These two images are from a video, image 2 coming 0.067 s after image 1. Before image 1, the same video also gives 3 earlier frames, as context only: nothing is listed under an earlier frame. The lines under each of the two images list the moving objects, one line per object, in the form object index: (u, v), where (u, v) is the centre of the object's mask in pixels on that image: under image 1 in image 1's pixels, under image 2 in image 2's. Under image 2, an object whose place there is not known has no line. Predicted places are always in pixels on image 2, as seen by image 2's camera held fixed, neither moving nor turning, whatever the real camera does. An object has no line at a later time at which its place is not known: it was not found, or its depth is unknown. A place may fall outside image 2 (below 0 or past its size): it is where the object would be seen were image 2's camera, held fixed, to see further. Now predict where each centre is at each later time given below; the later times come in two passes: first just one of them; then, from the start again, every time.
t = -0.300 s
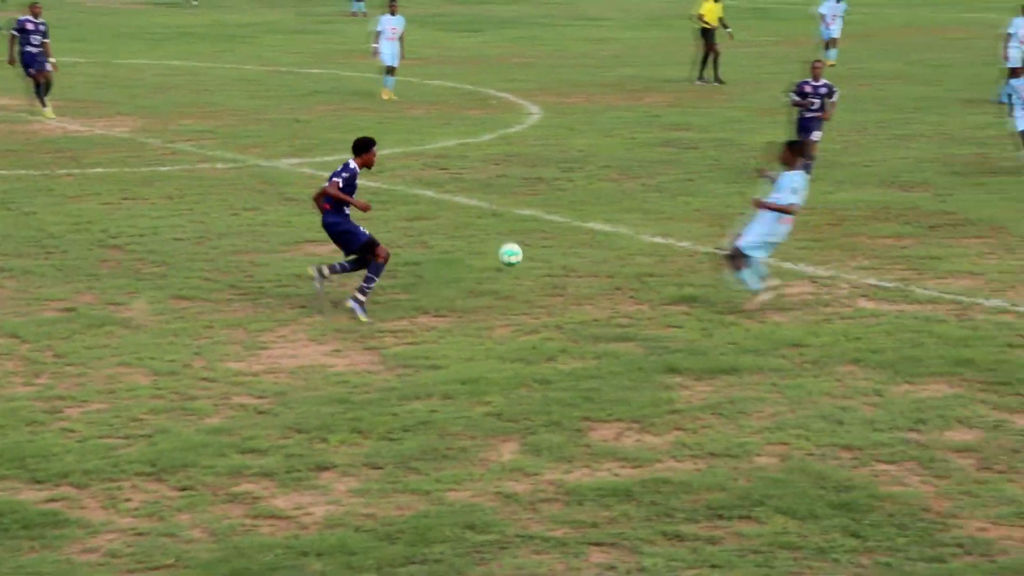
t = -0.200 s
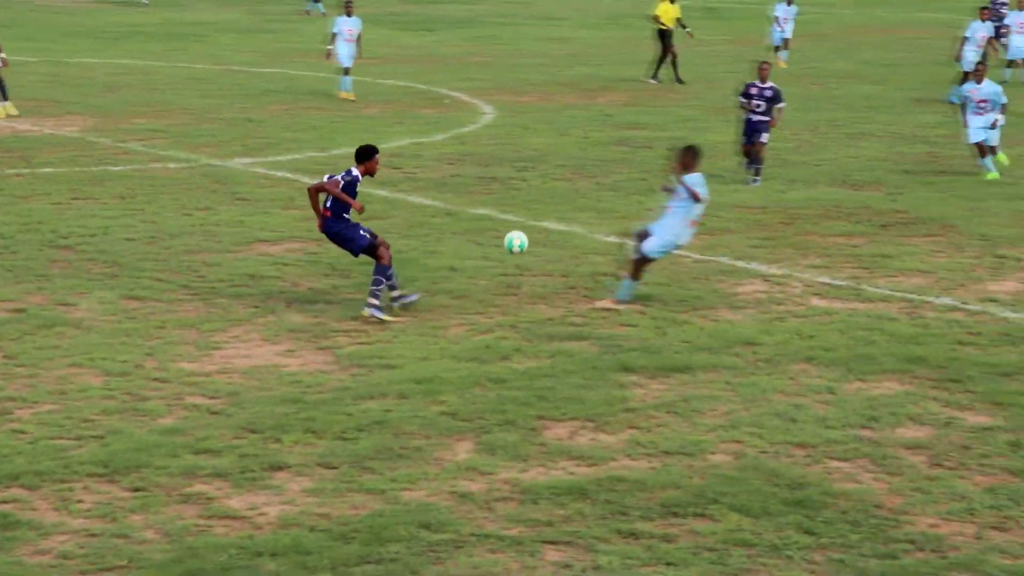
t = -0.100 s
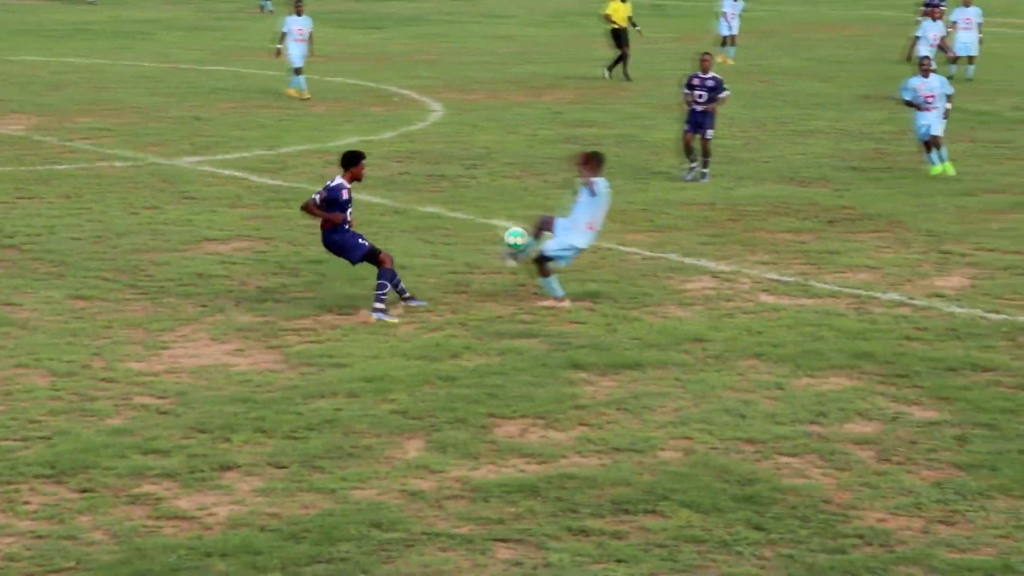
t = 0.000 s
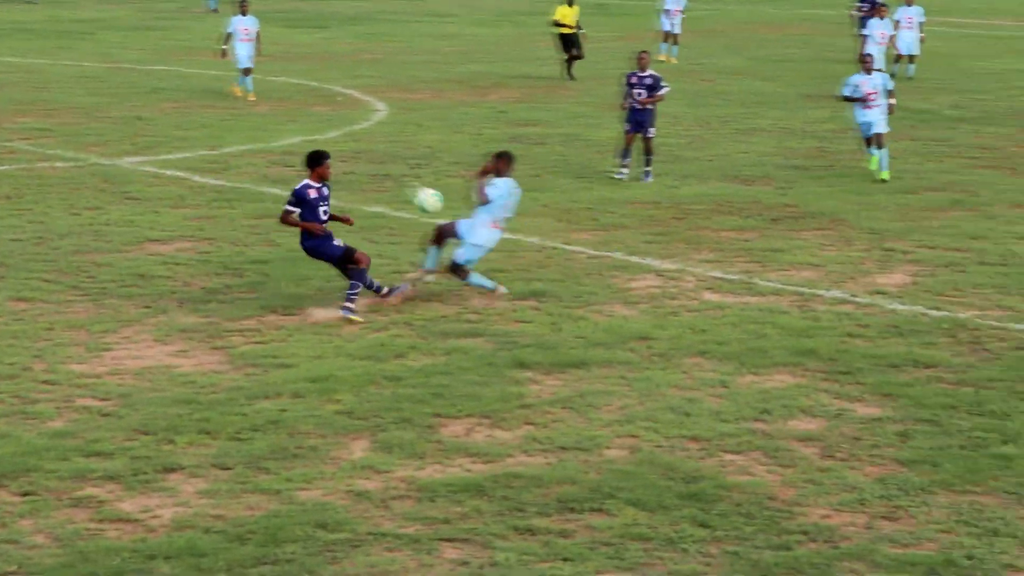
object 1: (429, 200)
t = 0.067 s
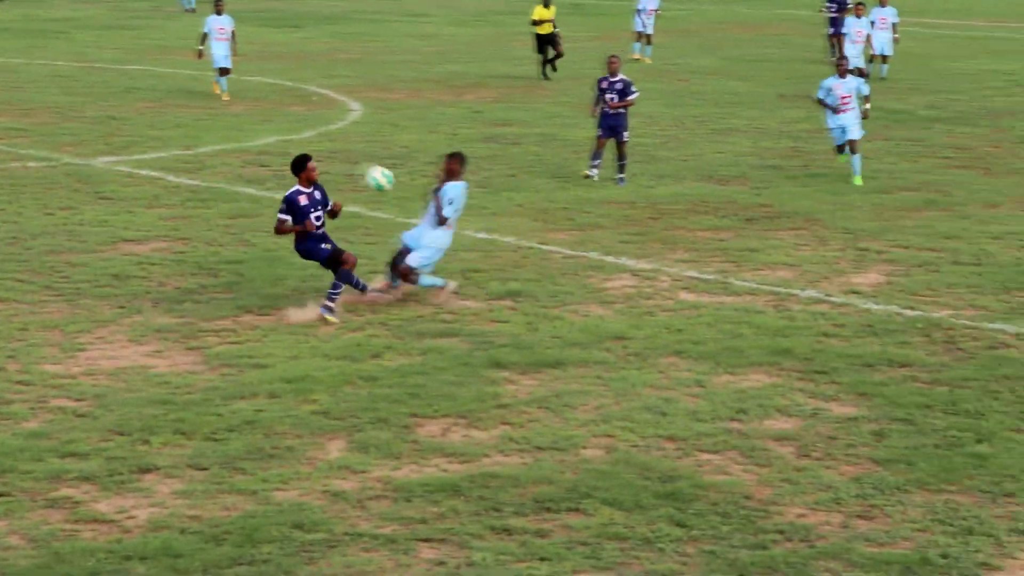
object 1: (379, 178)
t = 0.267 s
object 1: (298, 139)
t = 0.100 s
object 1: (365, 169)
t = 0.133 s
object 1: (351, 161)
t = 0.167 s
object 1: (337, 153)
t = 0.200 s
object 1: (325, 147)
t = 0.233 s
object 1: (311, 144)
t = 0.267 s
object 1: (298, 139)
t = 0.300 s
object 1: (283, 136)
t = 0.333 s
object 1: (269, 135)
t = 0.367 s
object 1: (256, 137)
